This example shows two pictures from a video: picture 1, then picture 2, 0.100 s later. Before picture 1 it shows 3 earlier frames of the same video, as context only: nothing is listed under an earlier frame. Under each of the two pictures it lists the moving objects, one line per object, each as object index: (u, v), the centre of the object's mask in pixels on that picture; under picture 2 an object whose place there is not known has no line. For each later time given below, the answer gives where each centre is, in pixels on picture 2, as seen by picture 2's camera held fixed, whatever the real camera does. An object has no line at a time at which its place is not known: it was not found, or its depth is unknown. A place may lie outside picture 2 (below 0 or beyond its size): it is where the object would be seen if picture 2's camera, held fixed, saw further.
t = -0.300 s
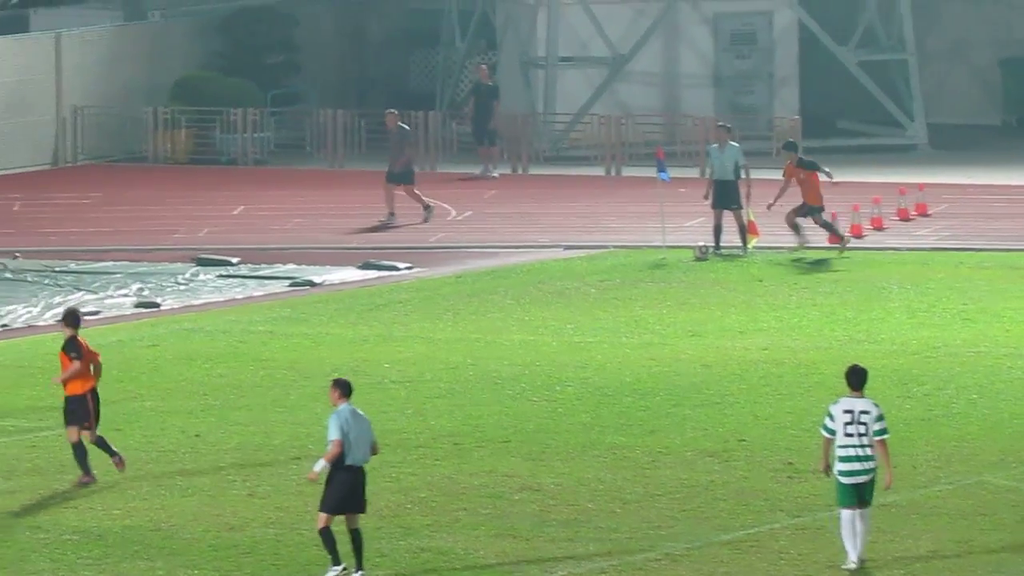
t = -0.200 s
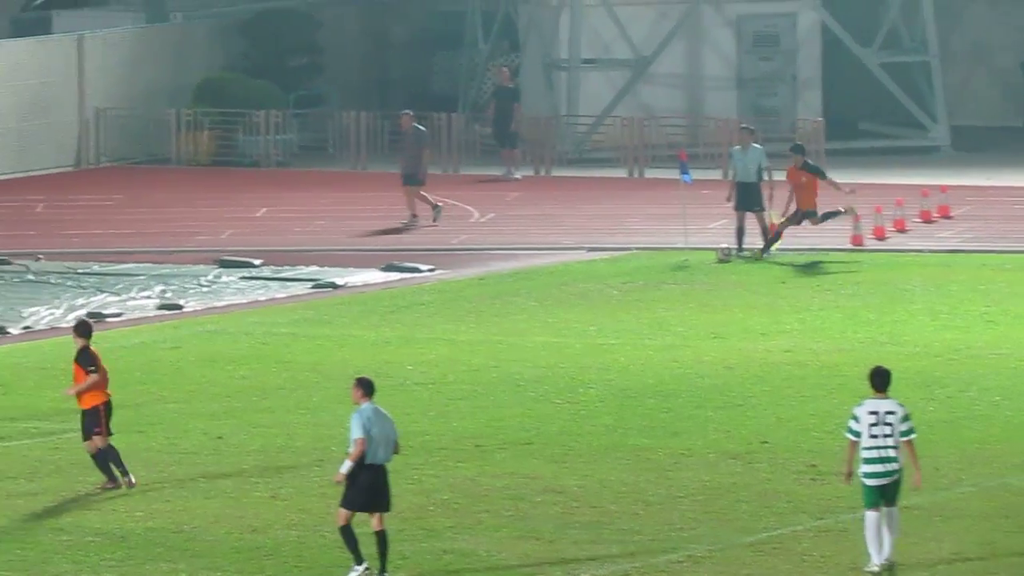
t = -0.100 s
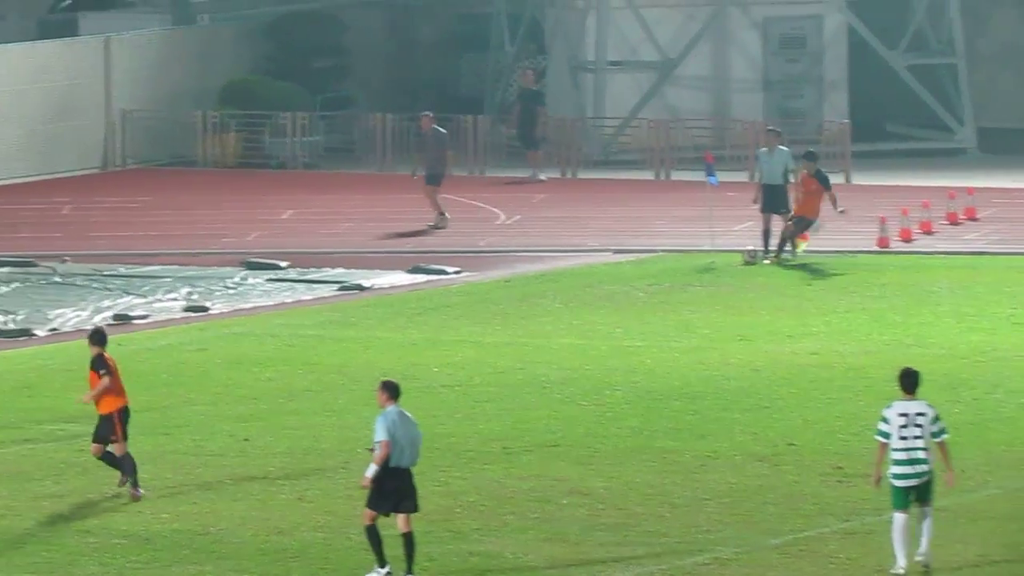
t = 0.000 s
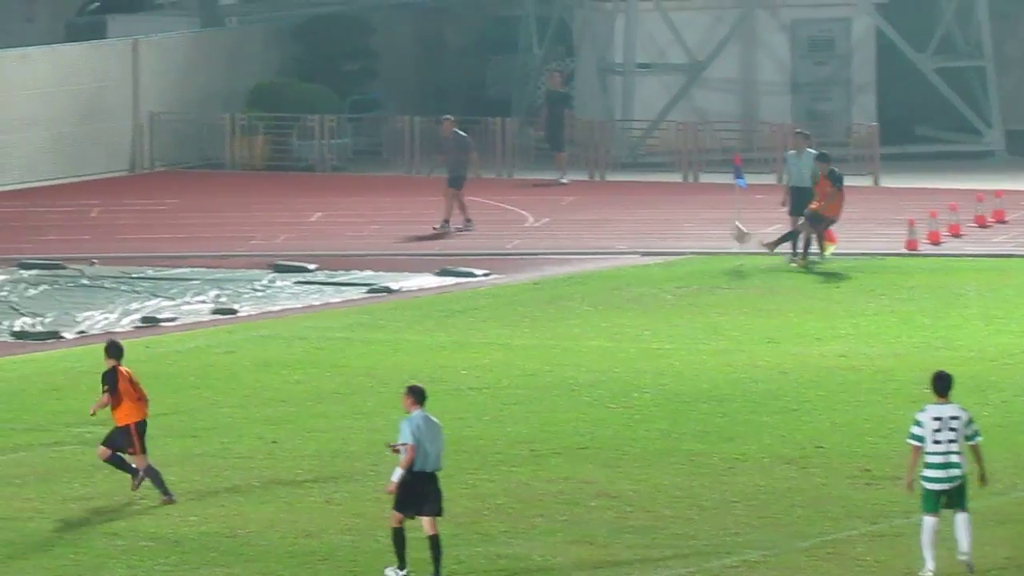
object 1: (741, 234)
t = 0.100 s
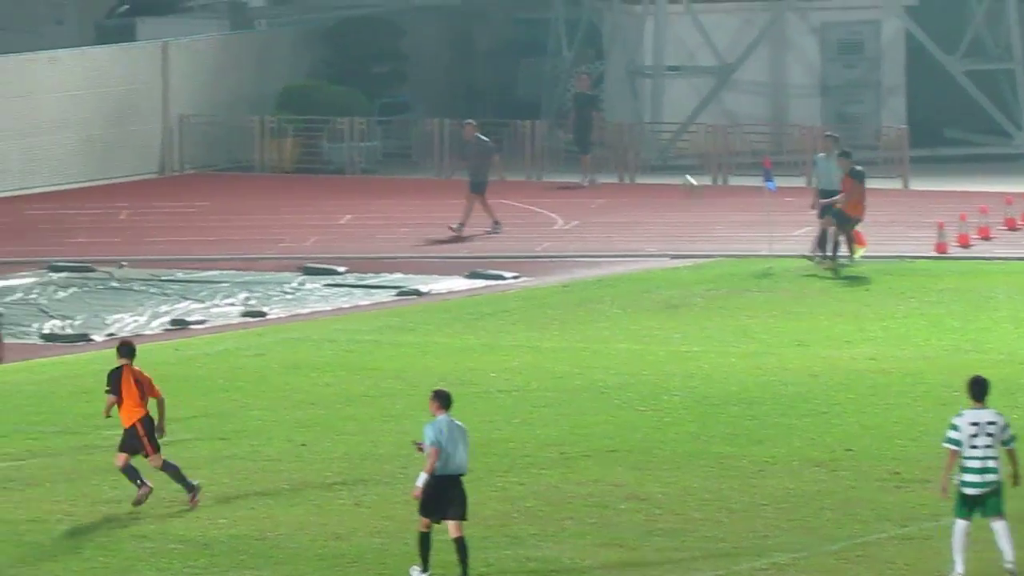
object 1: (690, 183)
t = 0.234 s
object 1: (600, 133)
